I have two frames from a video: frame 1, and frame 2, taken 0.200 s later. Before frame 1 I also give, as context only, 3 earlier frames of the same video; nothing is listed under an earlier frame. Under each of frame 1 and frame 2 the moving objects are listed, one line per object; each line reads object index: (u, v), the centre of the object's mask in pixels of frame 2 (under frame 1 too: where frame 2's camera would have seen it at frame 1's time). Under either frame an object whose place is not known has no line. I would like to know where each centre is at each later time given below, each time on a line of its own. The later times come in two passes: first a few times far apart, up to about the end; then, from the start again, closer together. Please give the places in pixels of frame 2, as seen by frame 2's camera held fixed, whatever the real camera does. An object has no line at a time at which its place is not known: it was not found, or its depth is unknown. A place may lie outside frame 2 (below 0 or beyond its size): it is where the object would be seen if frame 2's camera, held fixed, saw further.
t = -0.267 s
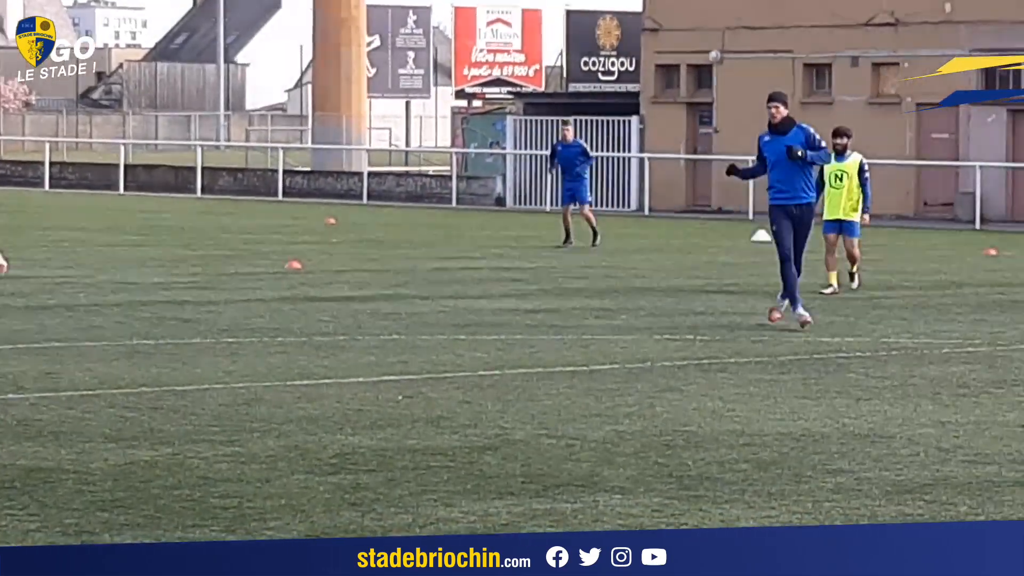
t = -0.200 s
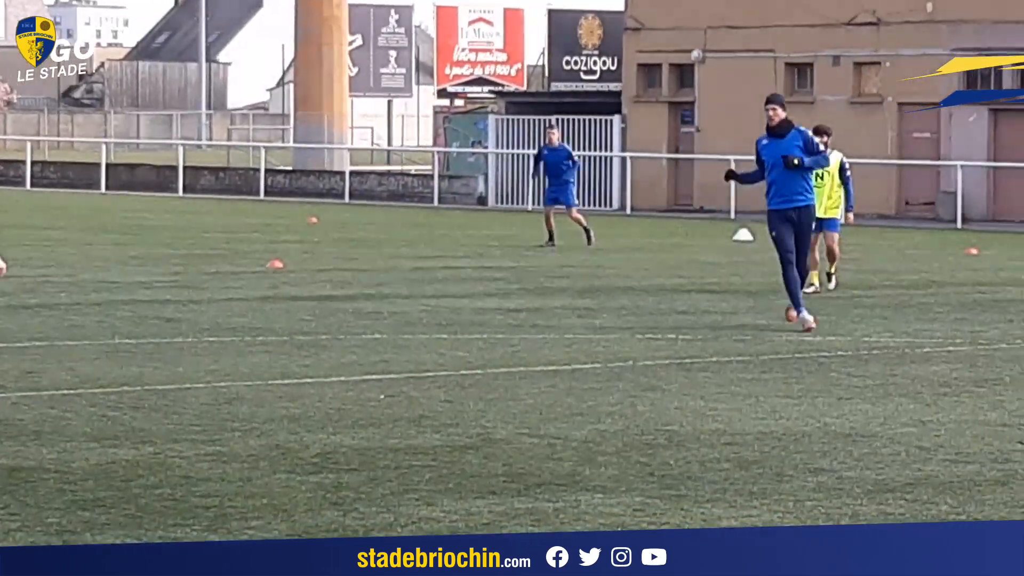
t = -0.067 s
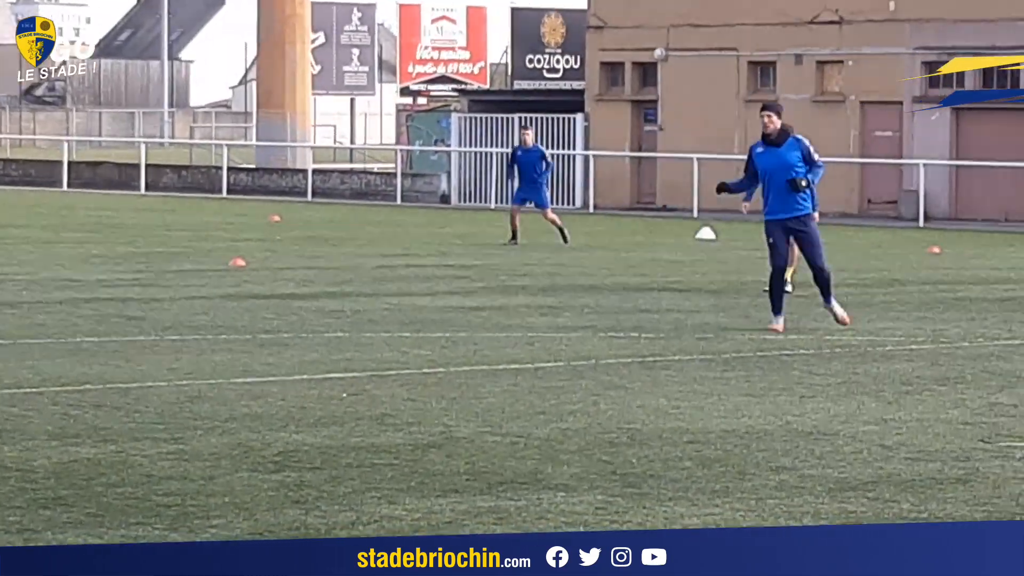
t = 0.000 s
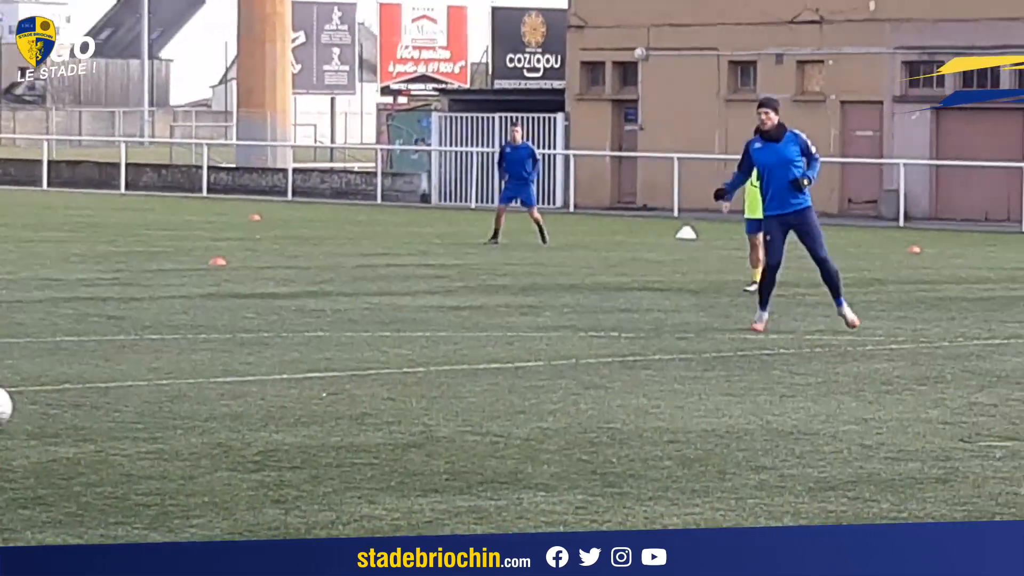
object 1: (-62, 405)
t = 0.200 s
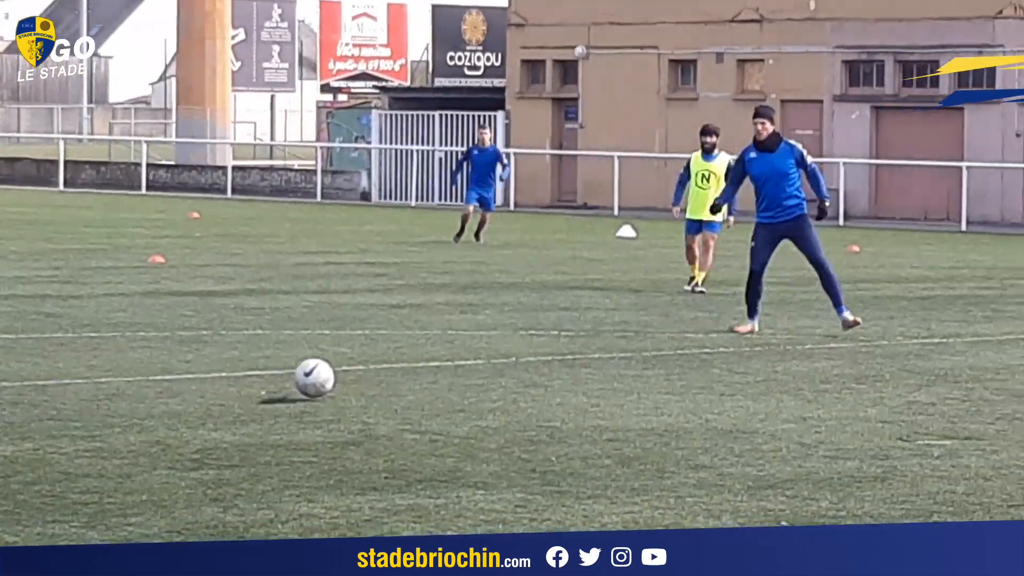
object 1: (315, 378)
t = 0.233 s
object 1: (363, 371)
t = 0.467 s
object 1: (641, 353)
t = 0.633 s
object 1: (781, 339)
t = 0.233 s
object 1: (363, 371)
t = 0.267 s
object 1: (410, 368)
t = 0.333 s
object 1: (500, 368)
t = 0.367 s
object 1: (538, 362)
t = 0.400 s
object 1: (573, 357)
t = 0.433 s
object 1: (608, 353)
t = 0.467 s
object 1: (641, 353)
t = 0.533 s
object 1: (704, 354)
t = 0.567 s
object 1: (730, 347)
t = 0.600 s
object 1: (756, 342)
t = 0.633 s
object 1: (781, 339)
